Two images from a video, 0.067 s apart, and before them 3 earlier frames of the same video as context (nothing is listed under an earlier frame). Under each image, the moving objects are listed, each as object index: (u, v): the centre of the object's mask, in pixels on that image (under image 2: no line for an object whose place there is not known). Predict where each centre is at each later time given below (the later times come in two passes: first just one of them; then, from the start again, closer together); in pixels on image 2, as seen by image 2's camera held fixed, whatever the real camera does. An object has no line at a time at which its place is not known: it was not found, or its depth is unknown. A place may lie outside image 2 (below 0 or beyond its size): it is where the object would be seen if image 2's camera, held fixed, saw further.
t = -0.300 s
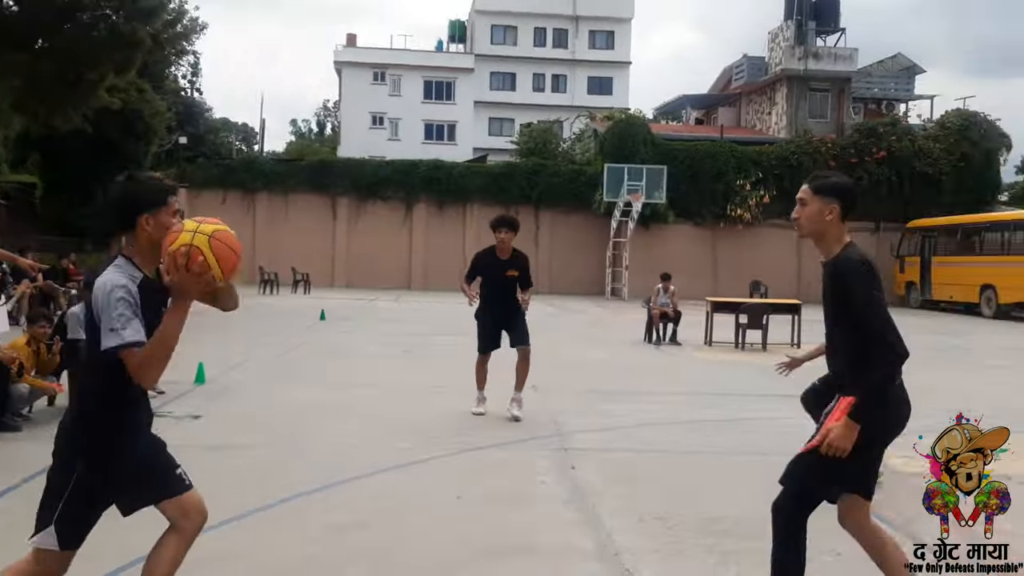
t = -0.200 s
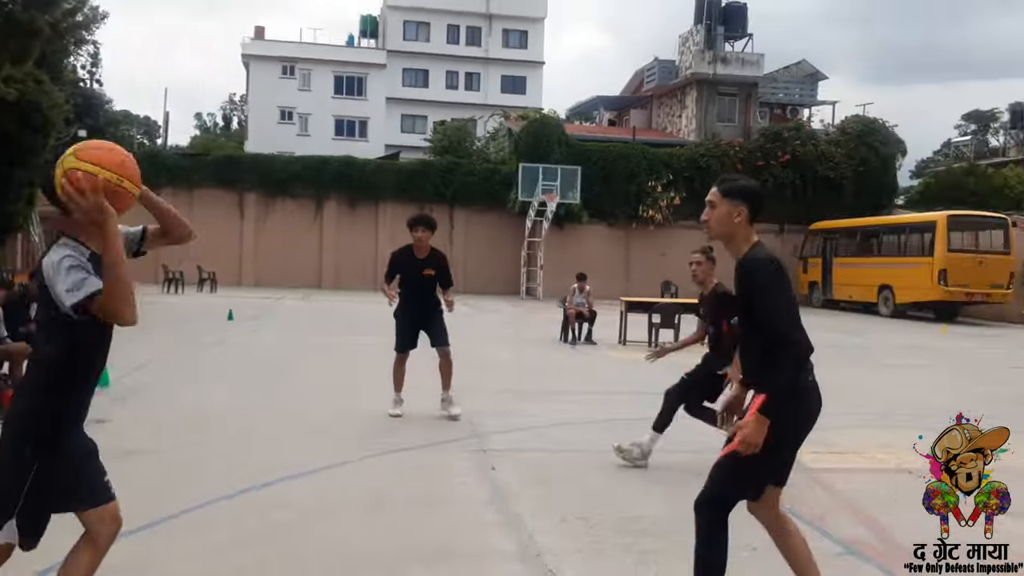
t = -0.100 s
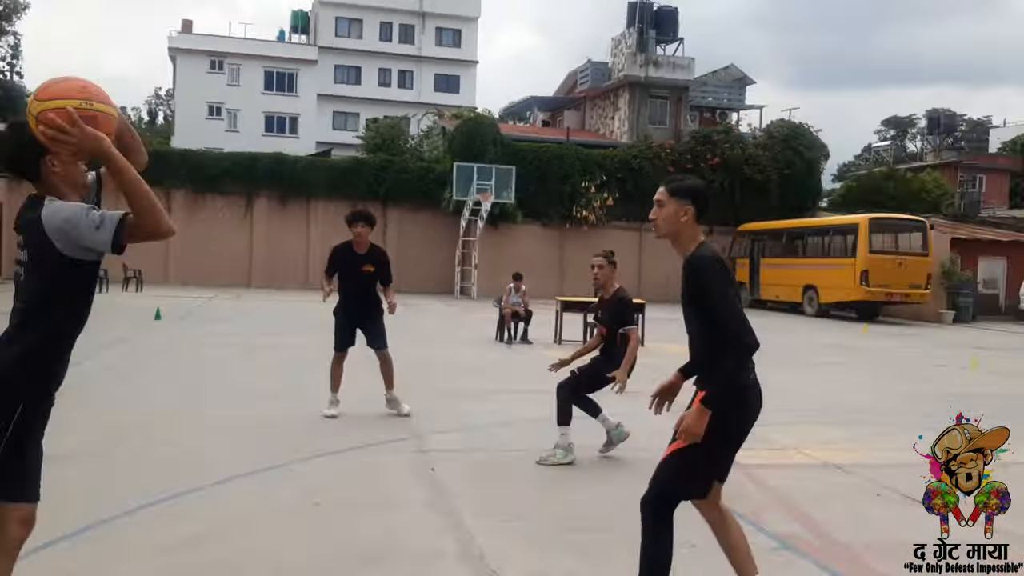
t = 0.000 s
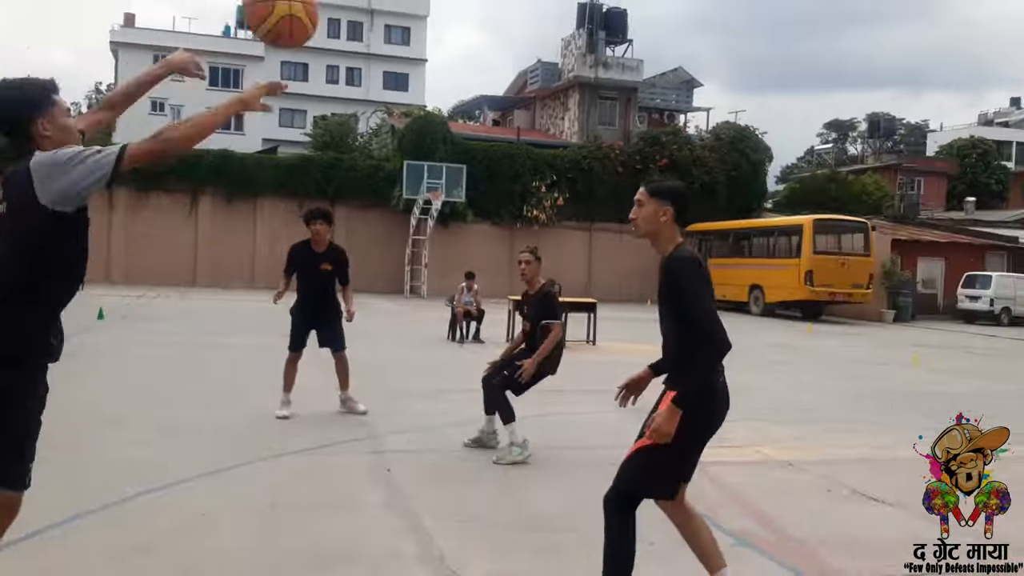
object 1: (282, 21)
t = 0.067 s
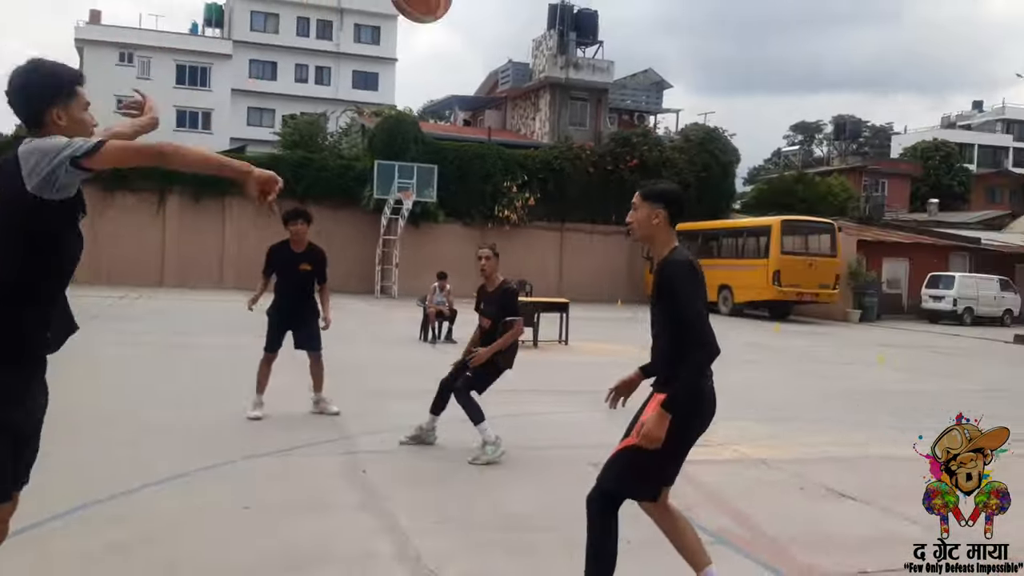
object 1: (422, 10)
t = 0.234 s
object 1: (681, 15)
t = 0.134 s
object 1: (547, 7)
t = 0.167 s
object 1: (599, 6)
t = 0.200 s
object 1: (643, 11)
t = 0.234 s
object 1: (681, 15)
